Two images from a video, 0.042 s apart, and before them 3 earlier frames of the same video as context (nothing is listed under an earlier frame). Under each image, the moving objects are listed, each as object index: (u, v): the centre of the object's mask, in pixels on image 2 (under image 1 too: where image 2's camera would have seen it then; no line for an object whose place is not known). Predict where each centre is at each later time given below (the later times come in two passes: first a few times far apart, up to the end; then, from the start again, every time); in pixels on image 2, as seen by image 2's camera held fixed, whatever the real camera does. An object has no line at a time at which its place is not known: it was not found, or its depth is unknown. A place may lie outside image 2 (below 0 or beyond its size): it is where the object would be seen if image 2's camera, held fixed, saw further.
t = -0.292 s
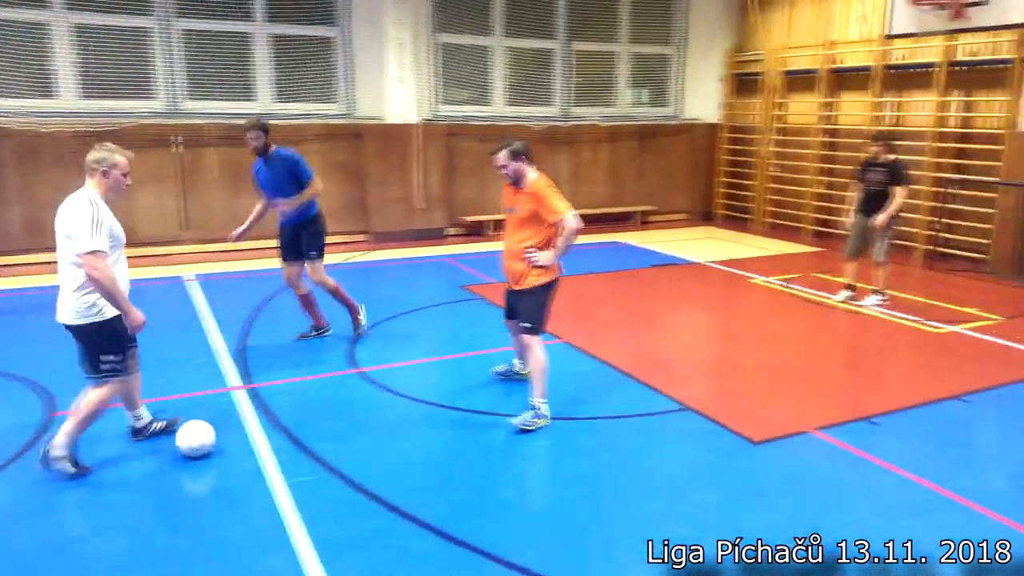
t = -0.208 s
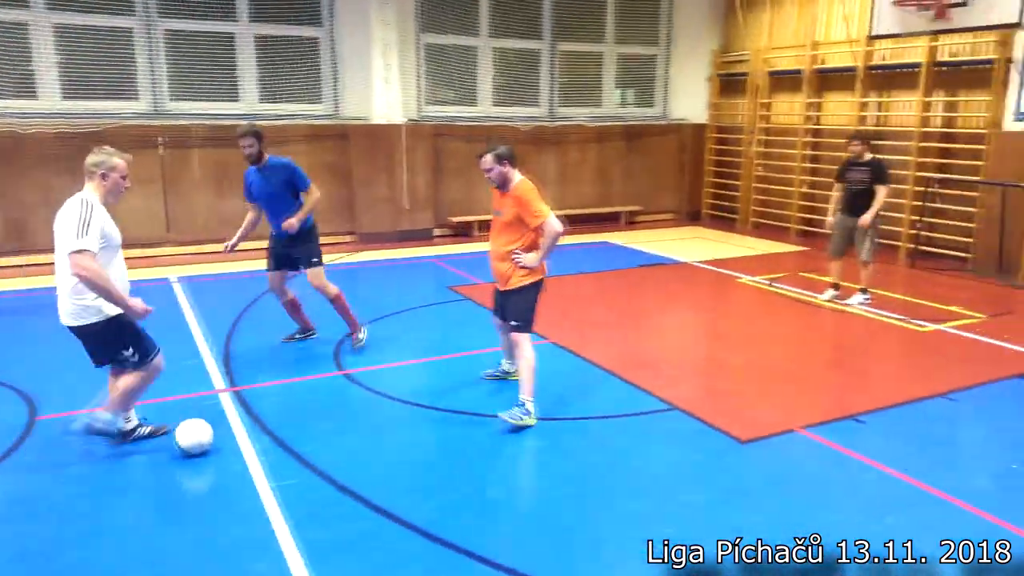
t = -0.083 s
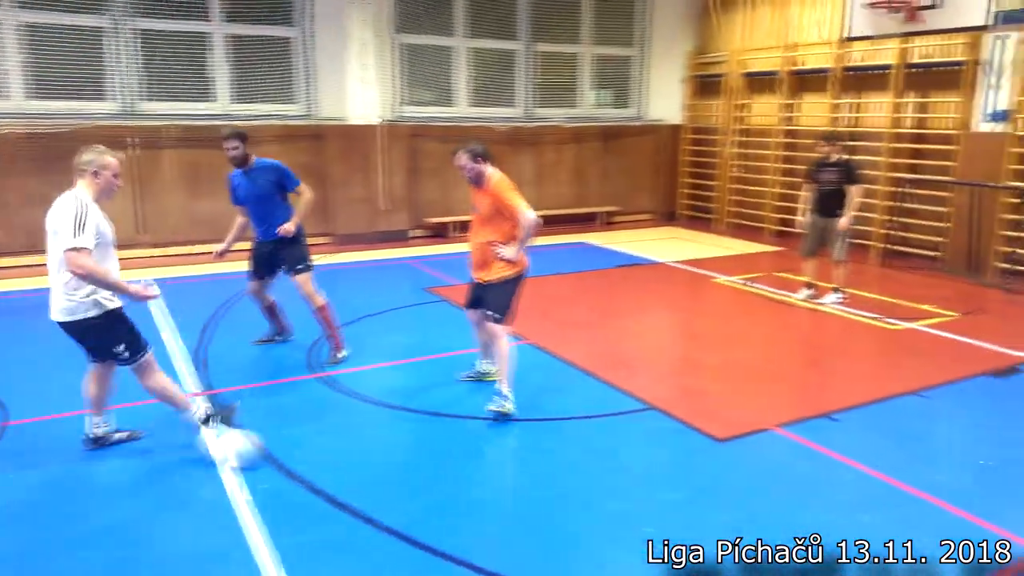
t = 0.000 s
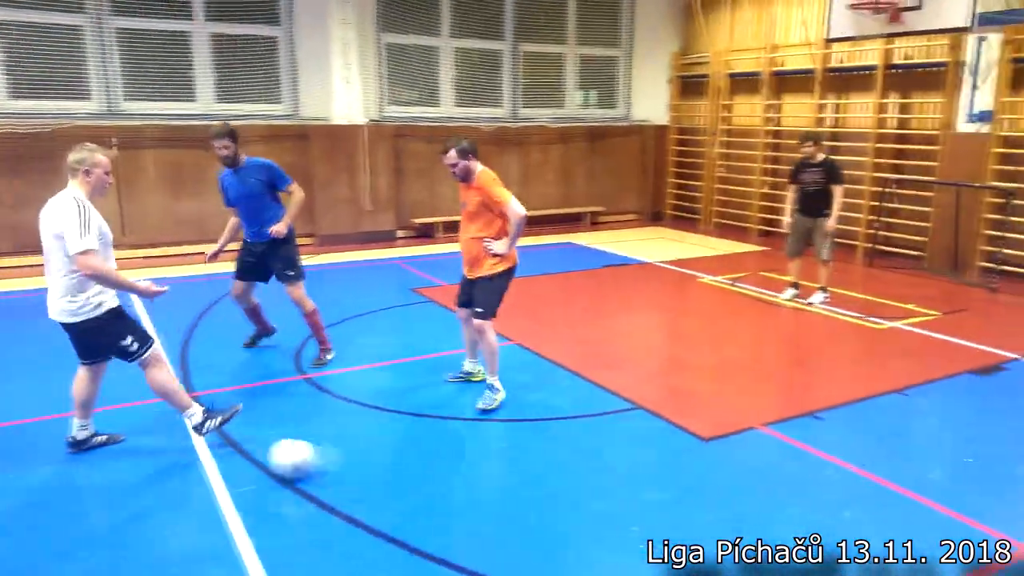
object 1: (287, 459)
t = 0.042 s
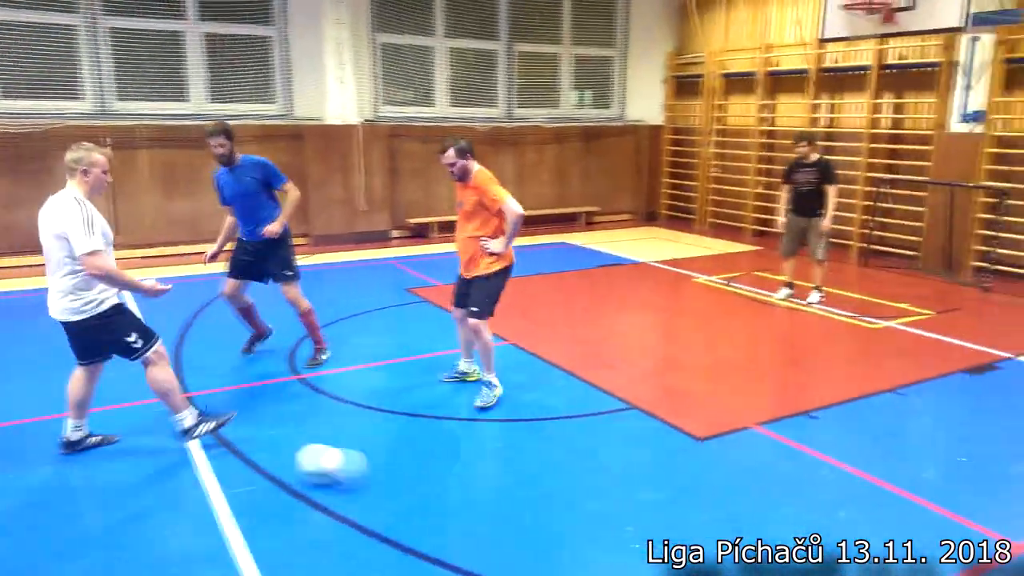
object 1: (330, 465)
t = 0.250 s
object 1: (504, 490)
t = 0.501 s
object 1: (703, 515)
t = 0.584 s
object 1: (770, 523)
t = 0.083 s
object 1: (364, 470)
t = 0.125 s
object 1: (394, 474)
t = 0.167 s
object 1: (434, 481)
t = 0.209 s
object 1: (473, 485)
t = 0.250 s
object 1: (504, 490)
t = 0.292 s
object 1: (533, 495)
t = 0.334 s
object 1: (570, 500)
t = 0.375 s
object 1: (608, 504)
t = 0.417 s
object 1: (640, 510)
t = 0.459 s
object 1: (669, 513)
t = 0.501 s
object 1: (703, 515)
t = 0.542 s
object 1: (737, 518)
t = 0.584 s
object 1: (770, 523)
